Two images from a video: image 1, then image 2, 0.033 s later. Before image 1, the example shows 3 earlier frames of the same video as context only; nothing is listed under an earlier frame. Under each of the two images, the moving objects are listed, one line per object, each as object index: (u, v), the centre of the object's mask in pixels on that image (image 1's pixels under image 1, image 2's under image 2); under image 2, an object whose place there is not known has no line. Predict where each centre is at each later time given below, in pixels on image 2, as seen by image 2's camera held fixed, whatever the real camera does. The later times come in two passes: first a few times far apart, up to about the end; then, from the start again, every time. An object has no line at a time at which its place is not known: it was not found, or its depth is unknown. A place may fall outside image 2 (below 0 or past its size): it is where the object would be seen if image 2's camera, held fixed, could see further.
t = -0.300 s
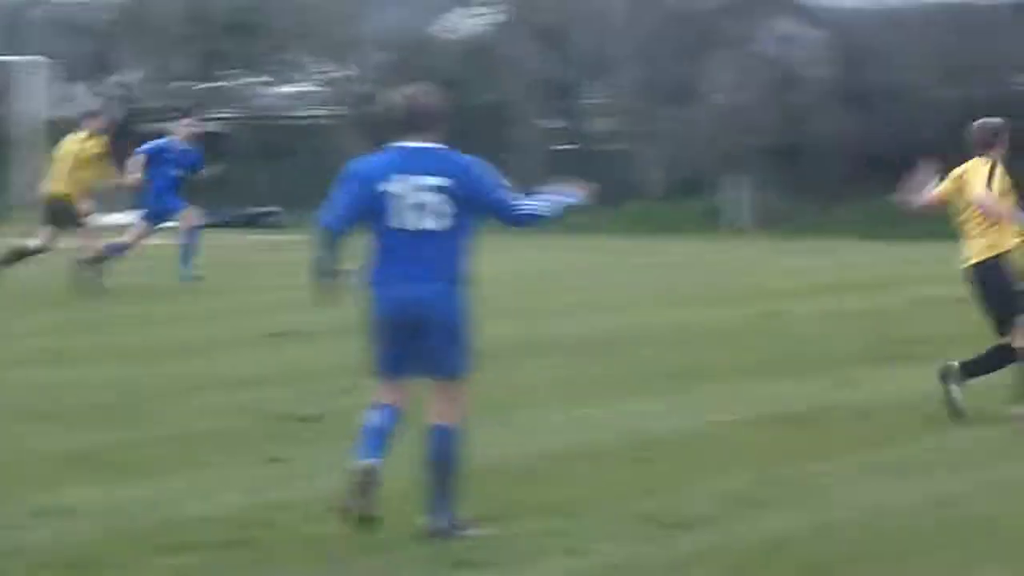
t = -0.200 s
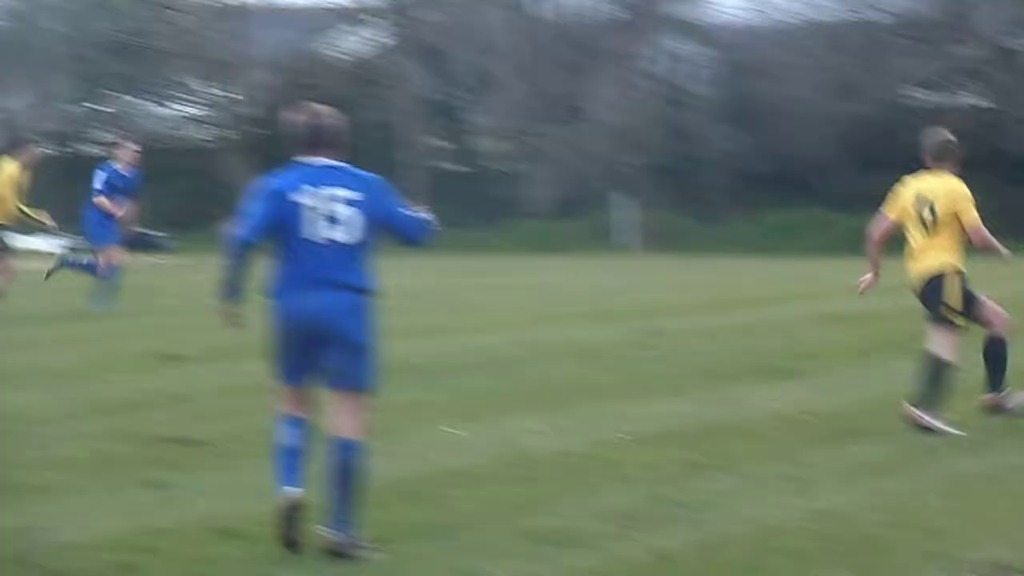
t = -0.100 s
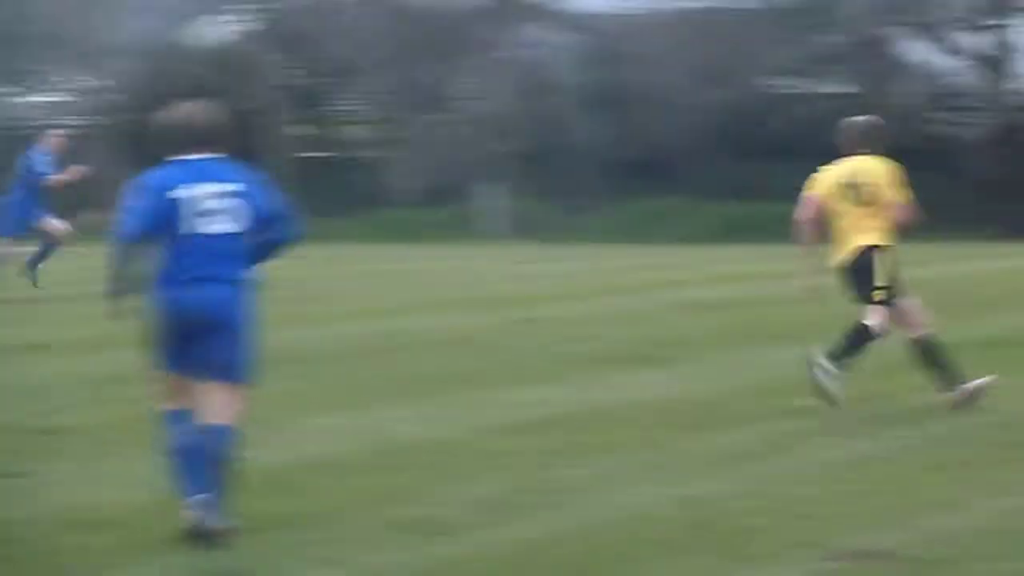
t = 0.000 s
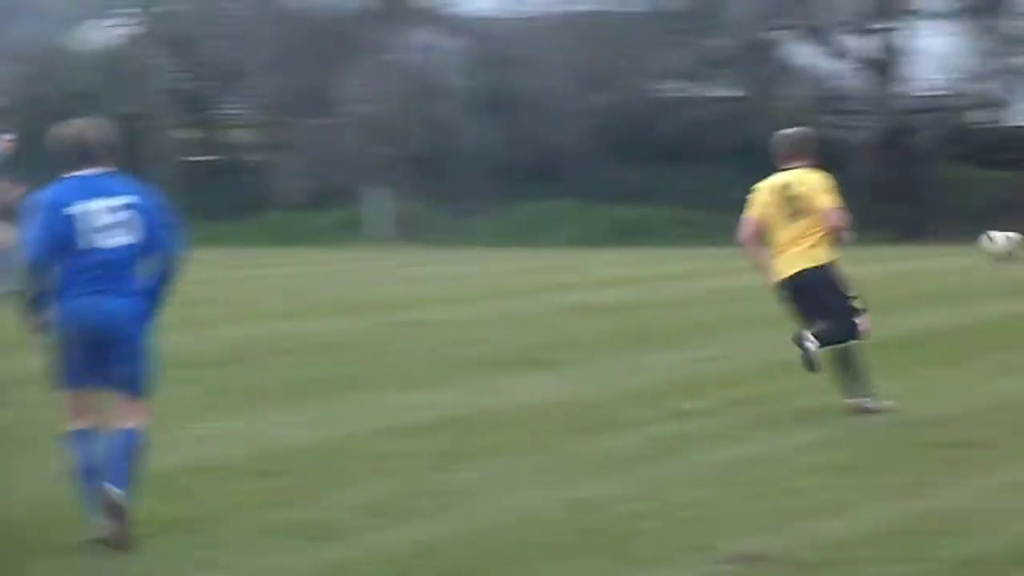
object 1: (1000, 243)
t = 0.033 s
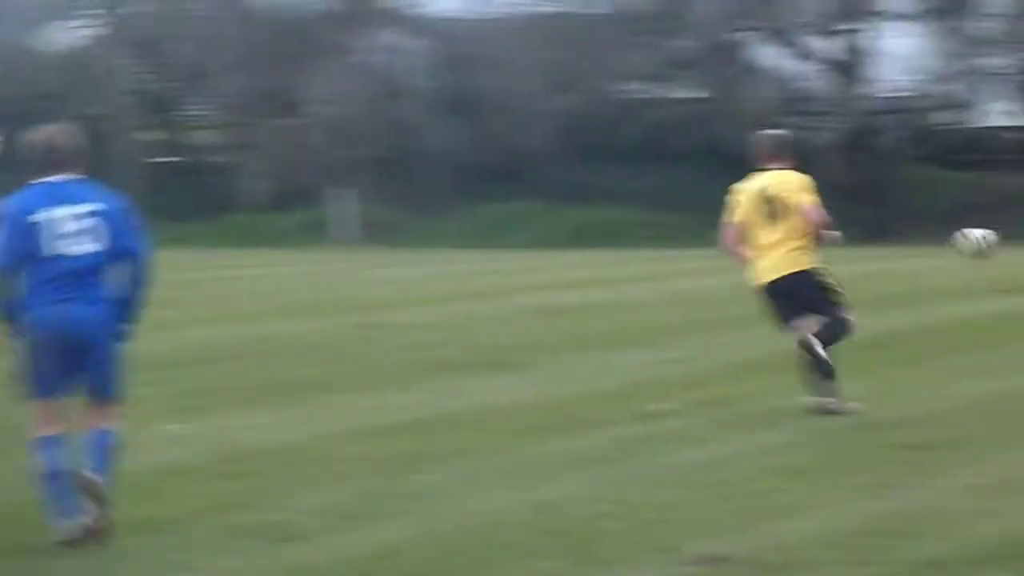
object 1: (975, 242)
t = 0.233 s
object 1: (1018, 261)
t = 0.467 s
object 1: (1049, 264)
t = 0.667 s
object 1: (1073, 254)
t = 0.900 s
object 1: (1092, 264)
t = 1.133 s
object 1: (1108, 267)
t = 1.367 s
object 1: (1122, 259)
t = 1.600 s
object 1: (1132, 243)
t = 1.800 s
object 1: (1138, 247)
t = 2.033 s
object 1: (1142, 241)
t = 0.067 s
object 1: (987, 238)
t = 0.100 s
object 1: (996, 238)
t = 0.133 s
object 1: (1000, 242)
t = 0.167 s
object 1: (1009, 246)
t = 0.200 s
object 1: (1013, 253)
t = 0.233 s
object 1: (1018, 261)
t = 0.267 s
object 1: (1025, 270)
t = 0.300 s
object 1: (1030, 280)
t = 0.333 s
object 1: (1036, 292)
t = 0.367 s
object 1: (1039, 292)
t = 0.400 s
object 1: (1043, 282)
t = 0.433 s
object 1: (1046, 272)
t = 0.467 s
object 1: (1049, 264)
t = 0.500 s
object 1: (1054, 258)
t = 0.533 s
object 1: (1058, 255)
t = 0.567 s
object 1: (1063, 252)
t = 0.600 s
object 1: (1067, 251)
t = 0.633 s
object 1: (1070, 252)
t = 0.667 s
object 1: (1073, 254)
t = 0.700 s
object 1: (1075, 257)
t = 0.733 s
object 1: (1079, 260)
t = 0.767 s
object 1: (1083, 267)
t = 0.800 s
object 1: (1086, 277)
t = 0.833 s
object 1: (1088, 276)
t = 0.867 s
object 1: (1090, 269)
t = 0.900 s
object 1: (1092, 264)
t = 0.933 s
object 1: (1094, 261)
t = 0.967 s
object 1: (1097, 259)
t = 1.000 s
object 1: (1099, 258)
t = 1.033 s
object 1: (1101, 259)
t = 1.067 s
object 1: (1103, 261)
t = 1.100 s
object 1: (1105, 264)
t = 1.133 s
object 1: (1108, 267)
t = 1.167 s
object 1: (1109, 264)
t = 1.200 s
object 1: (1112, 258)
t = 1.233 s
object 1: (1113, 256)
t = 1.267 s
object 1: (1116, 255)
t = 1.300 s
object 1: (1118, 255)
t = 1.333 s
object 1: (1119, 256)
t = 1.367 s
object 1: (1122, 259)
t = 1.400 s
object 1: (1122, 260)
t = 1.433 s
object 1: (1124, 255)
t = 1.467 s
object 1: (1125, 249)
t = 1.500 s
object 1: (1127, 246)
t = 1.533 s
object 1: (1129, 243)
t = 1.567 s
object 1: (1130, 243)
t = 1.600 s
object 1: (1132, 243)
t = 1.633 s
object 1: (1133, 242)
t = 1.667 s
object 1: (1134, 244)
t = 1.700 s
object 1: (1135, 249)
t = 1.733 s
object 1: (1136, 254)
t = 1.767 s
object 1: (1137, 252)
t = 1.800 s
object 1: (1138, 247)
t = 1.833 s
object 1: (1139, 242)
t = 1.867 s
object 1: (1139, 240)
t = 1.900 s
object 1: (1141, 238)
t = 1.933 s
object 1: (1140, 236)
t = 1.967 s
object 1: (1142, 238)
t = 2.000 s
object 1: (1142, 239)
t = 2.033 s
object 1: (1142, 241)
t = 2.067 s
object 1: (1143, 246)
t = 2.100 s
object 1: (1143, 250)
